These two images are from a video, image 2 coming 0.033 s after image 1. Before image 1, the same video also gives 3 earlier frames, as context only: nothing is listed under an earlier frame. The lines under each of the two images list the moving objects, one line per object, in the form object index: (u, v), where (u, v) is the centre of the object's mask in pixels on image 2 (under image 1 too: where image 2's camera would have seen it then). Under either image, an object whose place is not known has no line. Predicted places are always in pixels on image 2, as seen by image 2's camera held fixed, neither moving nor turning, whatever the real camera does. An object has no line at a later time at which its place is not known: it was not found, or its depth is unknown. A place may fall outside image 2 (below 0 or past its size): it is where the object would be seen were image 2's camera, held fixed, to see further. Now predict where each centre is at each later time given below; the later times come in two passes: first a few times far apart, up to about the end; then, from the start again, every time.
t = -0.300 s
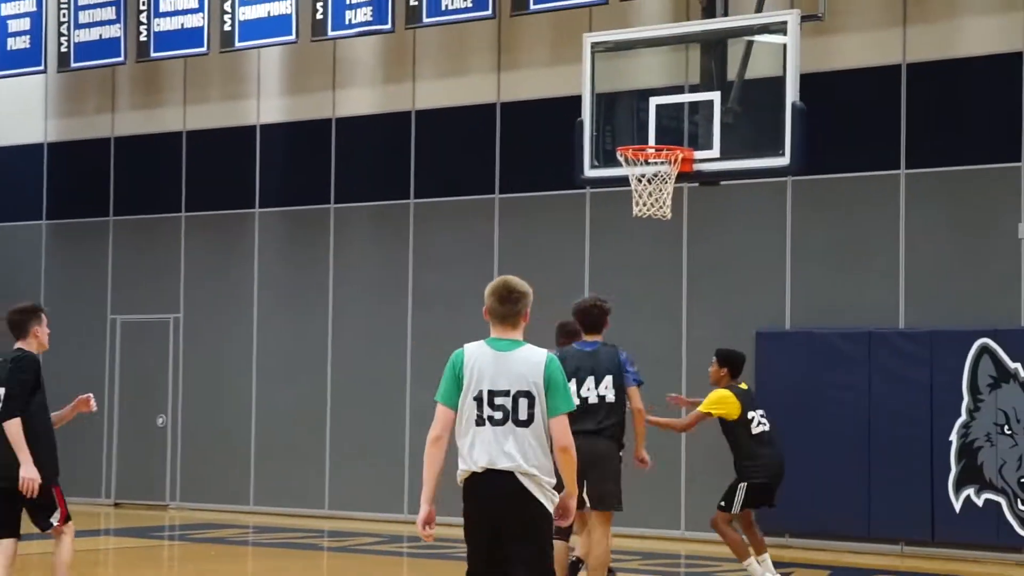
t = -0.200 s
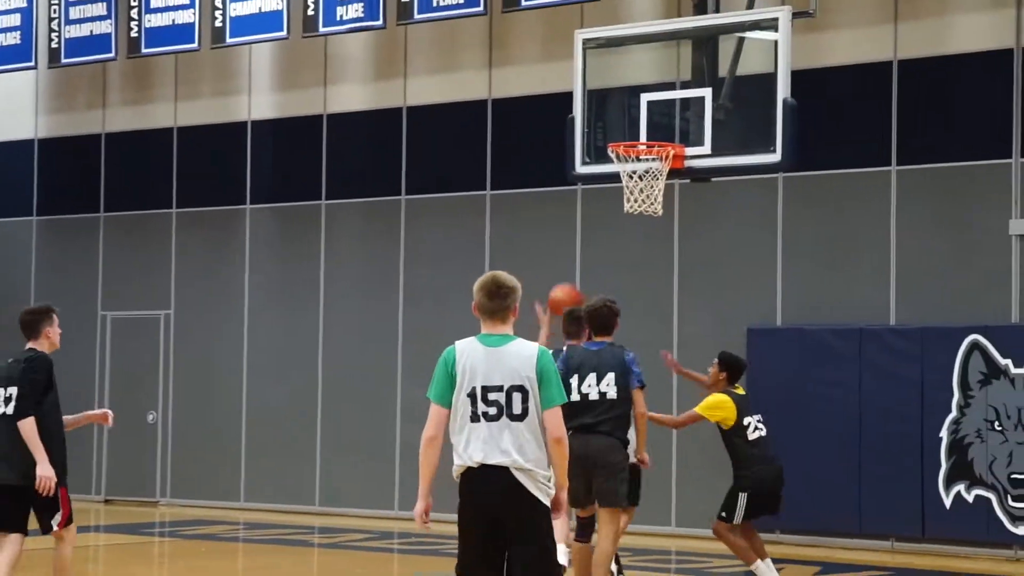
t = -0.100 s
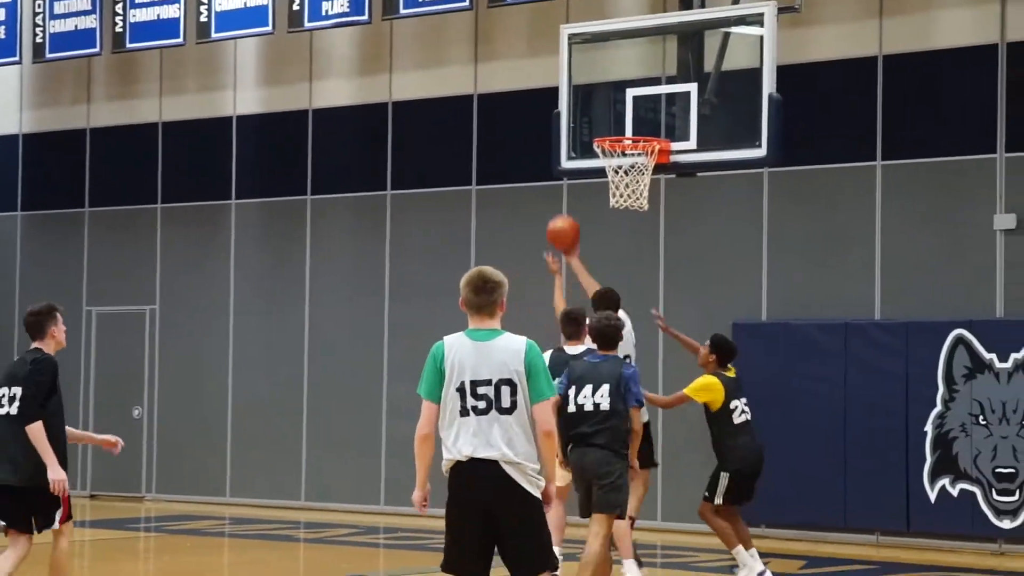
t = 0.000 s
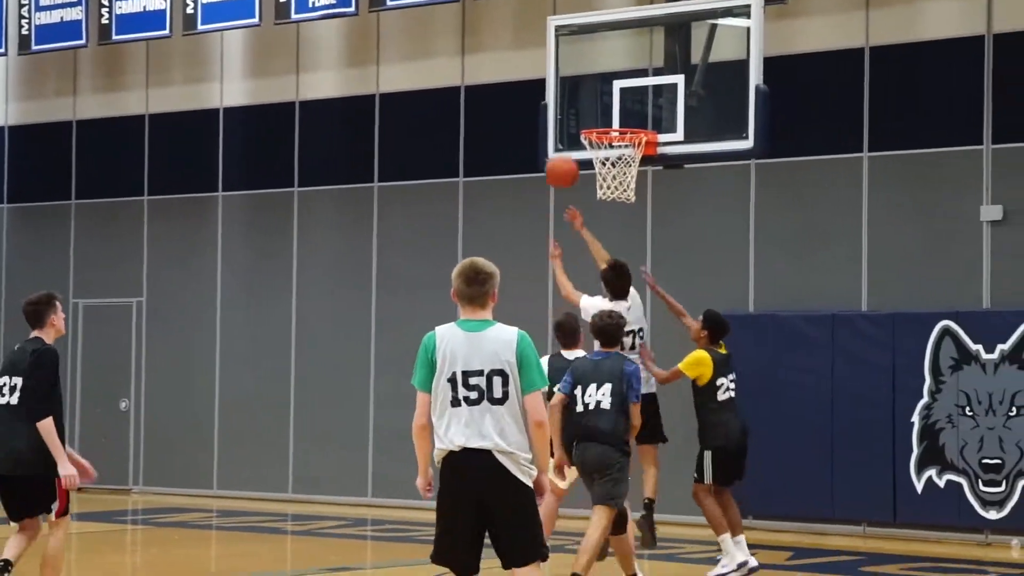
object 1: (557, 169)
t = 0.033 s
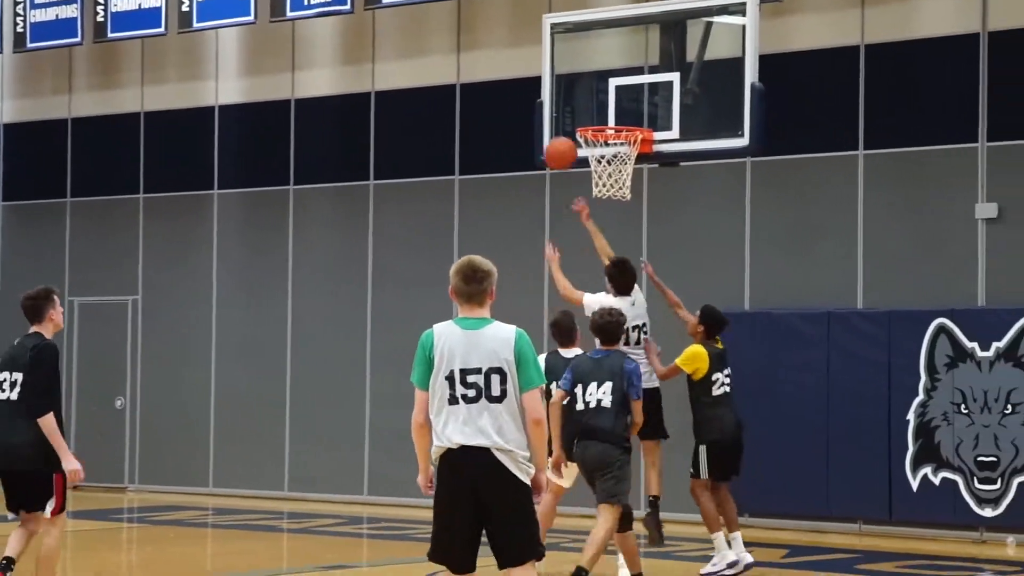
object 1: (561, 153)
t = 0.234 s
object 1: (583, 94)
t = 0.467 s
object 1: (609, 92)
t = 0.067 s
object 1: (563, 139)
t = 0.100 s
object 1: (567, 127)
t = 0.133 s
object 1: (571, 116)
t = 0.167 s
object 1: (576, 108)
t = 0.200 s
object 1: (579, 100)
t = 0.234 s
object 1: (583, 94)
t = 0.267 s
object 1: (586, 89)
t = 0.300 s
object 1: (590, 86)
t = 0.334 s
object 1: (594, 84)
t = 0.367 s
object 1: (597, 84)
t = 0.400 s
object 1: (601, 85)
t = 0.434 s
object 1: (605, 87)
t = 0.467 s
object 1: (609, 92)
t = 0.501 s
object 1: (613, 97)
